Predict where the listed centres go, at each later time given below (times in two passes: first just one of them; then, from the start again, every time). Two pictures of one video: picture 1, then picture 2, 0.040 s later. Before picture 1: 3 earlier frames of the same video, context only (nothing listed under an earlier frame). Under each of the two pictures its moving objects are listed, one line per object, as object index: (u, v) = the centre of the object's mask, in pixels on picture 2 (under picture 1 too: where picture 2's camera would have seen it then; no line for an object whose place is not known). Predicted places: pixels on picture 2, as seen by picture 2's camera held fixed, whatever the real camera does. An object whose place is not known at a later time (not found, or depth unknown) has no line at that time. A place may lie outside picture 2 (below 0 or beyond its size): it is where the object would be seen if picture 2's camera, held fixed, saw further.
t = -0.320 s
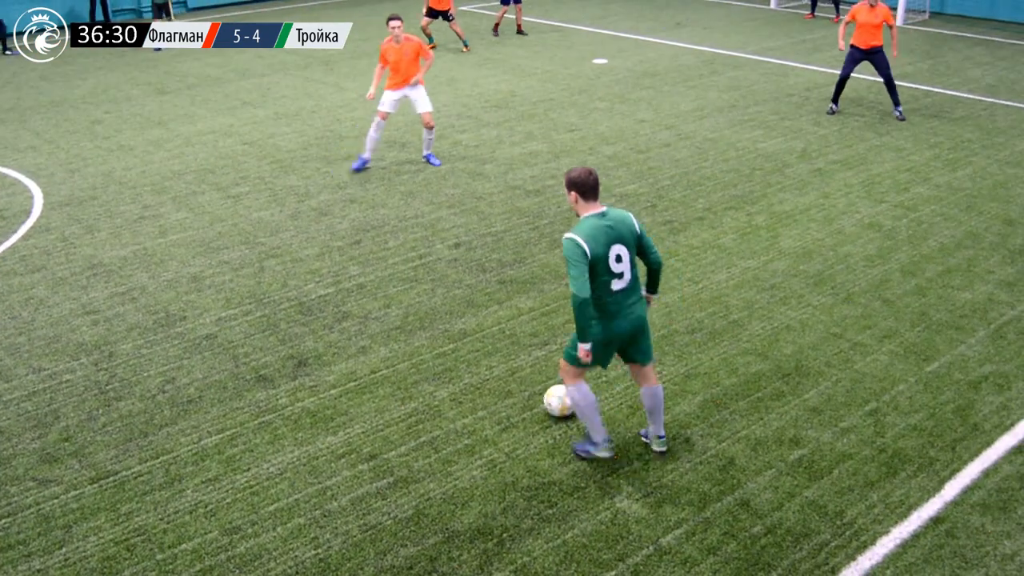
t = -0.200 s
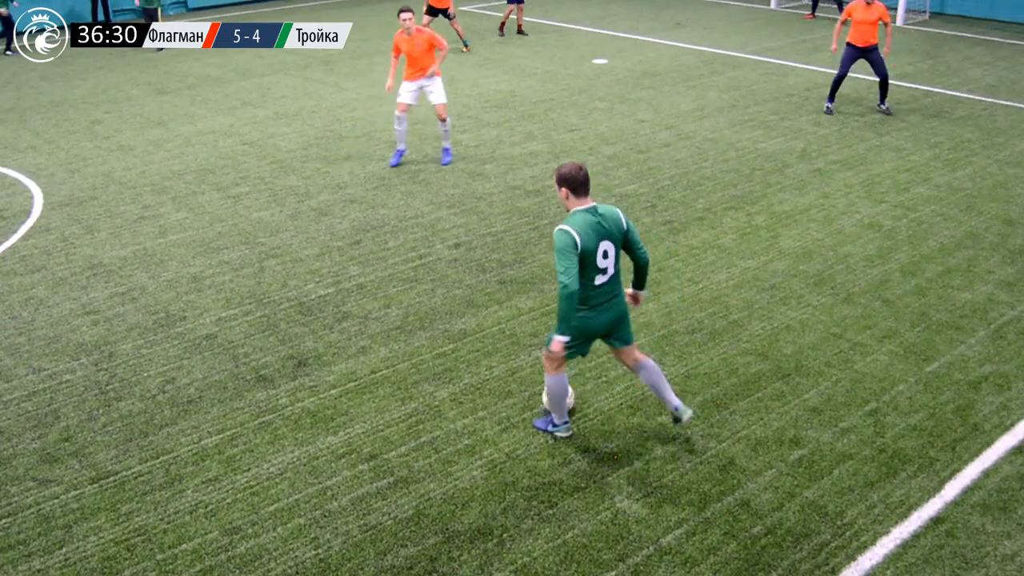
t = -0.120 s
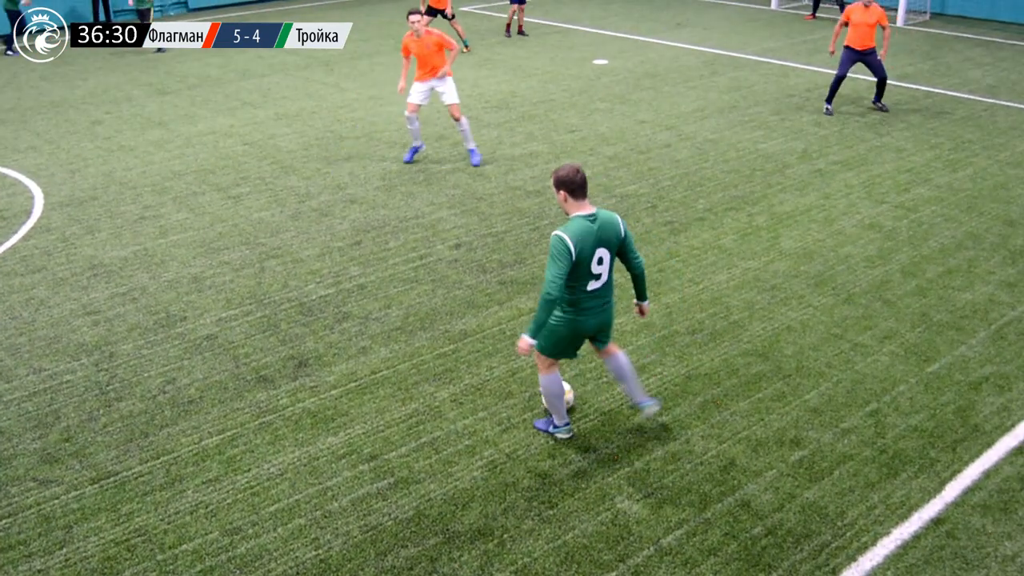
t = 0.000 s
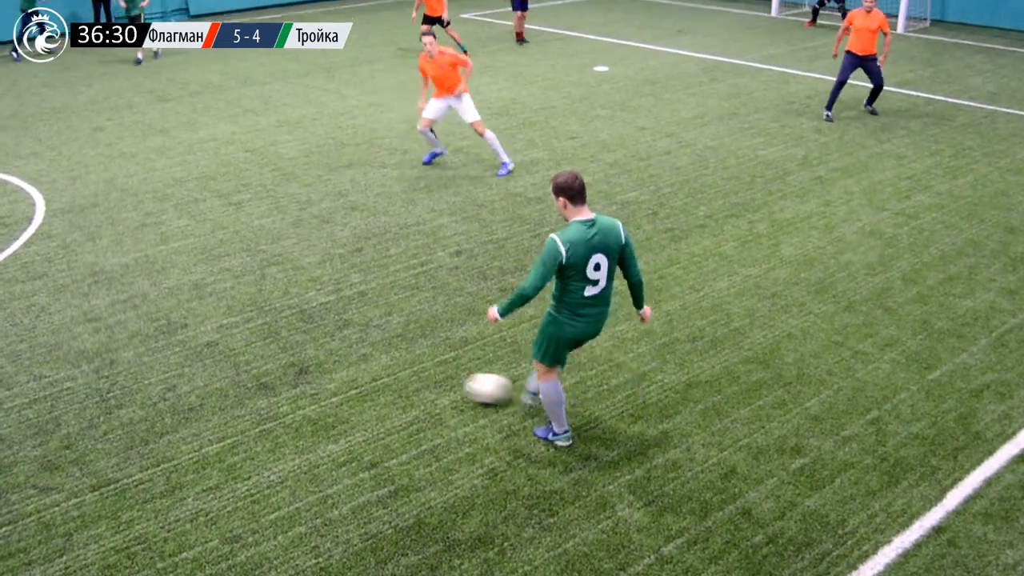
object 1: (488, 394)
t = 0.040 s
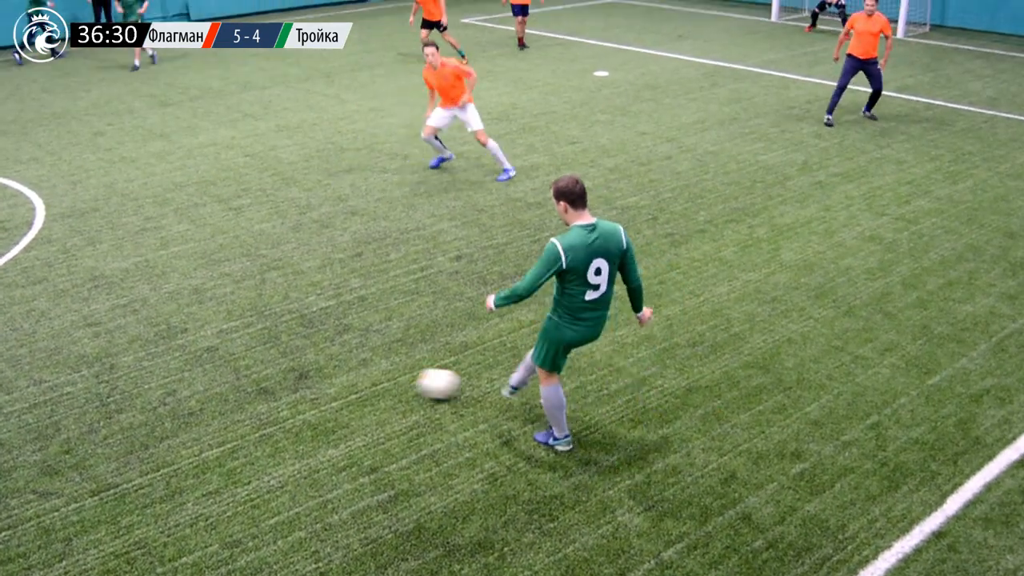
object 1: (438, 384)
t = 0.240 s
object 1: (239, 345)
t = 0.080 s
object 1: (393, 375)
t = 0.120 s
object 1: (351, 366)
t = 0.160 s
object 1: (310, 359)
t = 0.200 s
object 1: (274, 351)
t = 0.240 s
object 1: (239, 345)
